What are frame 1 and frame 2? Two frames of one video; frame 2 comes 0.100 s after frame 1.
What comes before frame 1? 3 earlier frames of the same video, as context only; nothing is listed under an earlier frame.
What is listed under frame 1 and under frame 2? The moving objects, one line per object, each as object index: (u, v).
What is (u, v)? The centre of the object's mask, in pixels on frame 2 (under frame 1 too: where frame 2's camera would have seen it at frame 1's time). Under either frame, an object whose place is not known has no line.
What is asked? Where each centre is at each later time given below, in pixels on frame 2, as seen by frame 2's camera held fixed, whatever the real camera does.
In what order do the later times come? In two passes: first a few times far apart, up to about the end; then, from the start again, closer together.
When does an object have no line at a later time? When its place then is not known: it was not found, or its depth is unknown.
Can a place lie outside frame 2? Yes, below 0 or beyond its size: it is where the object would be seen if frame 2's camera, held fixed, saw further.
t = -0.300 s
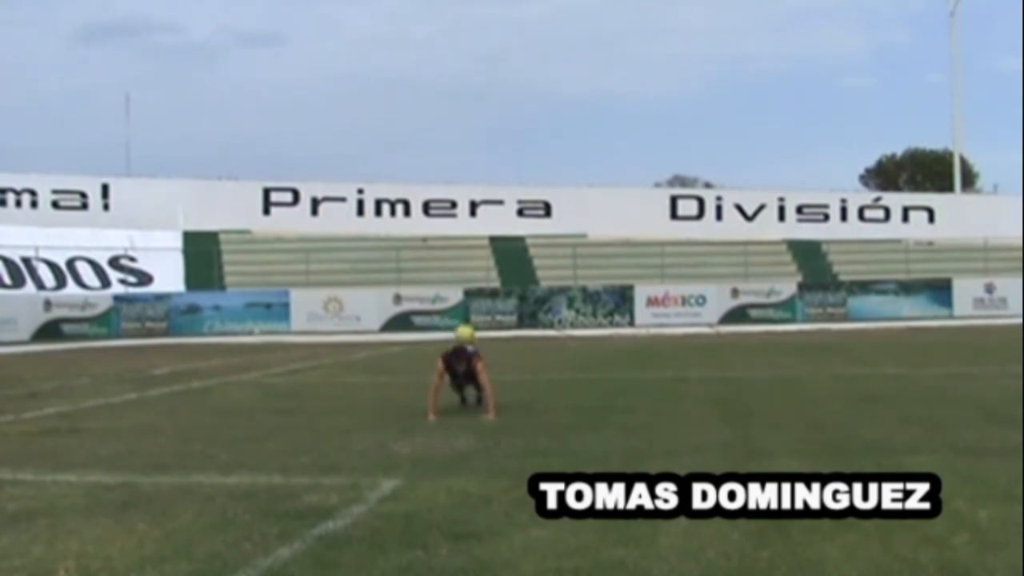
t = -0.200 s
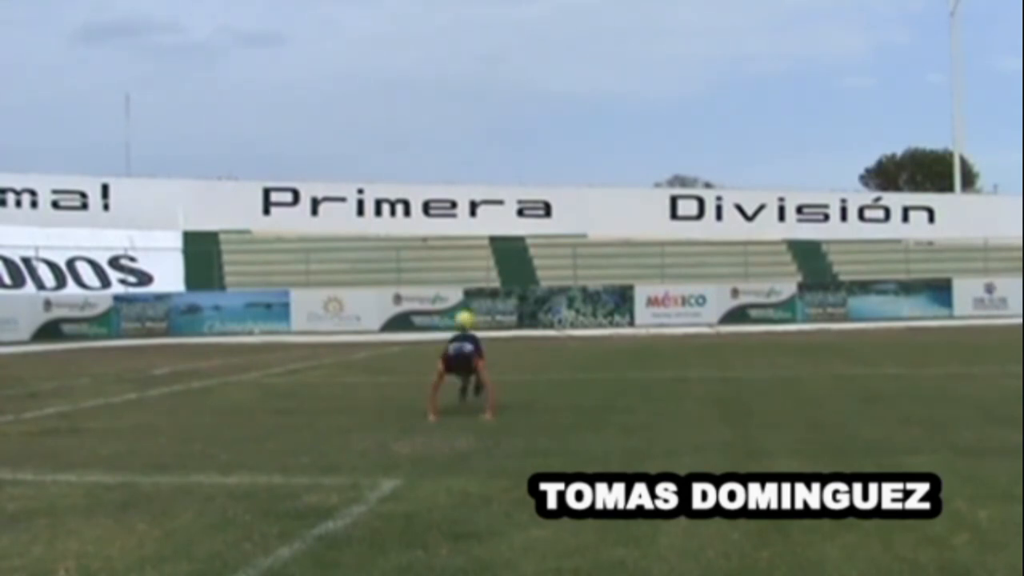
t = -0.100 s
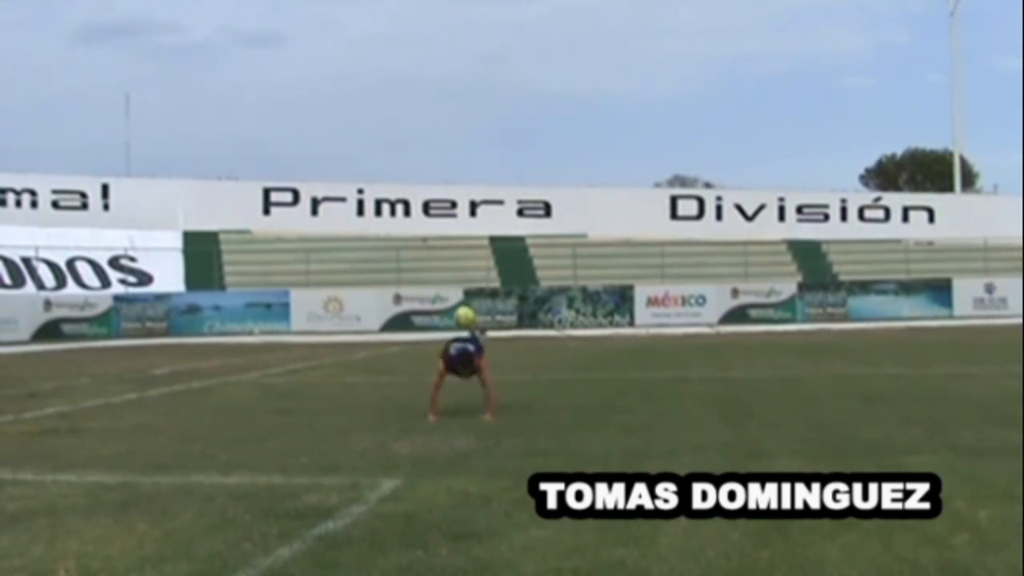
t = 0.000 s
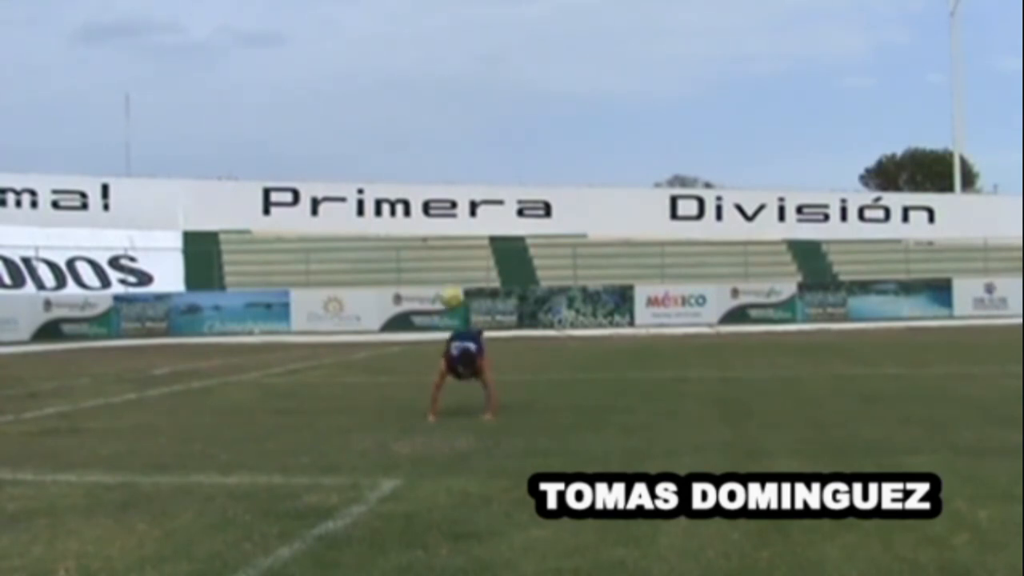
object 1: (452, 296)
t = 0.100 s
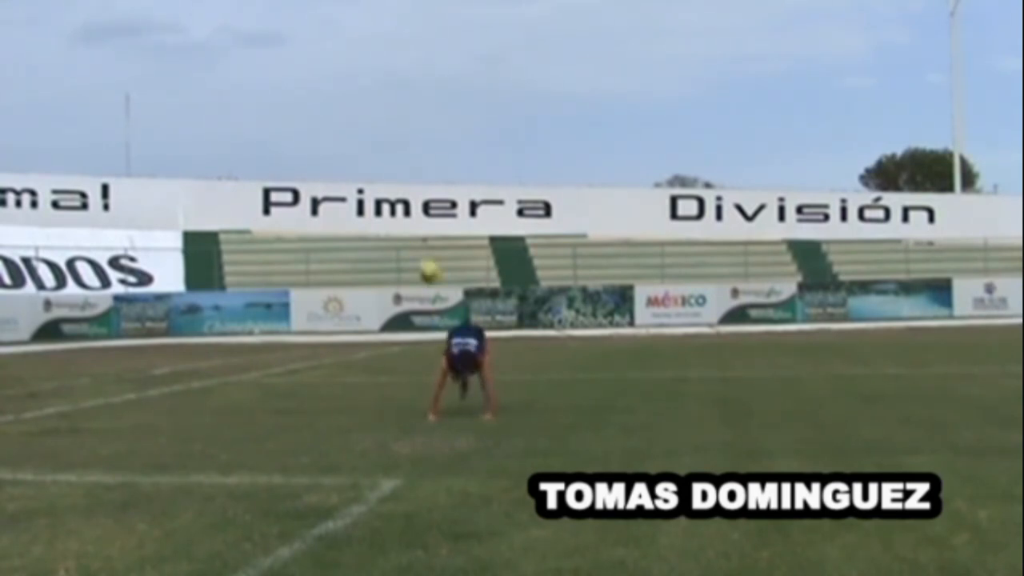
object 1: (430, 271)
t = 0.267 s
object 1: (391, 247)
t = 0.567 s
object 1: (314, 275)
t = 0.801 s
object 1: (246, 372)
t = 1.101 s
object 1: (189, 365)
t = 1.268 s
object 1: (171, 337)
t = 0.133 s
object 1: (422, 264)
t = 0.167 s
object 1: (415, 259)
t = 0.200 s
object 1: (407, 254)
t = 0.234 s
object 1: (398, 250)
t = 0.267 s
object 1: (391, 247)
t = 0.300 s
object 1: (383, 245)
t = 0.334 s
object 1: (374, 244)
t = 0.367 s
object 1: (367, 246)
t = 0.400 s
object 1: (358, 247)
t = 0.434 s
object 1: (349, 250)
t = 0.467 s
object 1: (340, 255)
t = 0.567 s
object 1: (314, 275)
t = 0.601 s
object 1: (305, 284)
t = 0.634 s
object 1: (296, 293)
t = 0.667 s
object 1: (285, 308)
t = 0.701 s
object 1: (276, 321)
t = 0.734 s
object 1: (266, 336)
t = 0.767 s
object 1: (254, 353)
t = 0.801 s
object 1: (246, 372)
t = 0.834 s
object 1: (234, 392)
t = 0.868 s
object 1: (224, 415)
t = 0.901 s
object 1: (214, 437)
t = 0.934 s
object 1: (208, 429)
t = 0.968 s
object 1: (205, 414)
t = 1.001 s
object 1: (201, 398)
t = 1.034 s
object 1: (195, 386)
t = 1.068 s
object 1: (193, 375)
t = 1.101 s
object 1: (189, 365)
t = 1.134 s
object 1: (185, 357)
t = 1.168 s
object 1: (182, 350)
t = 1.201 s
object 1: (178, 344)
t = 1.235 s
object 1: (174, 340)
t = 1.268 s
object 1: (171, 337)
